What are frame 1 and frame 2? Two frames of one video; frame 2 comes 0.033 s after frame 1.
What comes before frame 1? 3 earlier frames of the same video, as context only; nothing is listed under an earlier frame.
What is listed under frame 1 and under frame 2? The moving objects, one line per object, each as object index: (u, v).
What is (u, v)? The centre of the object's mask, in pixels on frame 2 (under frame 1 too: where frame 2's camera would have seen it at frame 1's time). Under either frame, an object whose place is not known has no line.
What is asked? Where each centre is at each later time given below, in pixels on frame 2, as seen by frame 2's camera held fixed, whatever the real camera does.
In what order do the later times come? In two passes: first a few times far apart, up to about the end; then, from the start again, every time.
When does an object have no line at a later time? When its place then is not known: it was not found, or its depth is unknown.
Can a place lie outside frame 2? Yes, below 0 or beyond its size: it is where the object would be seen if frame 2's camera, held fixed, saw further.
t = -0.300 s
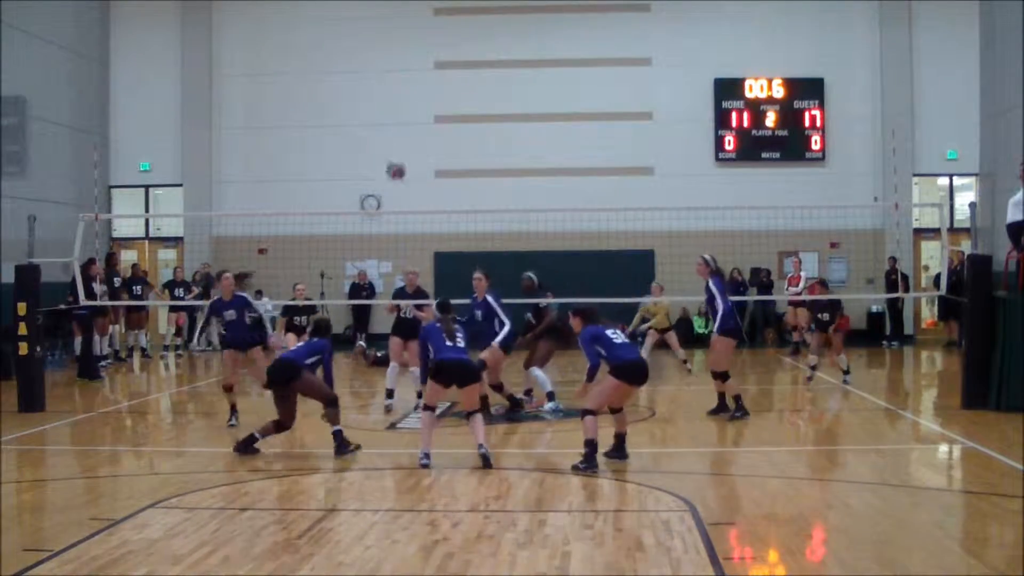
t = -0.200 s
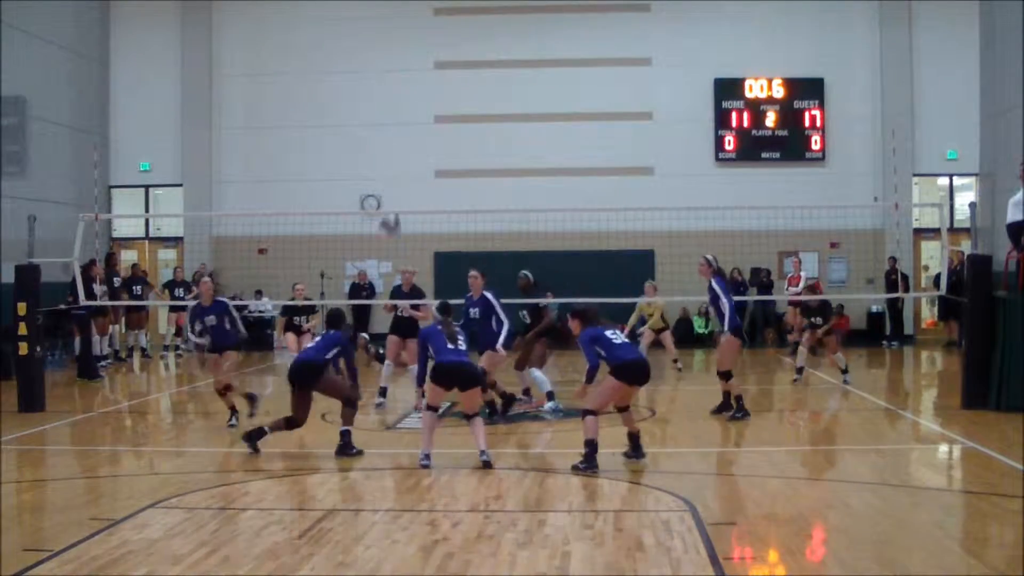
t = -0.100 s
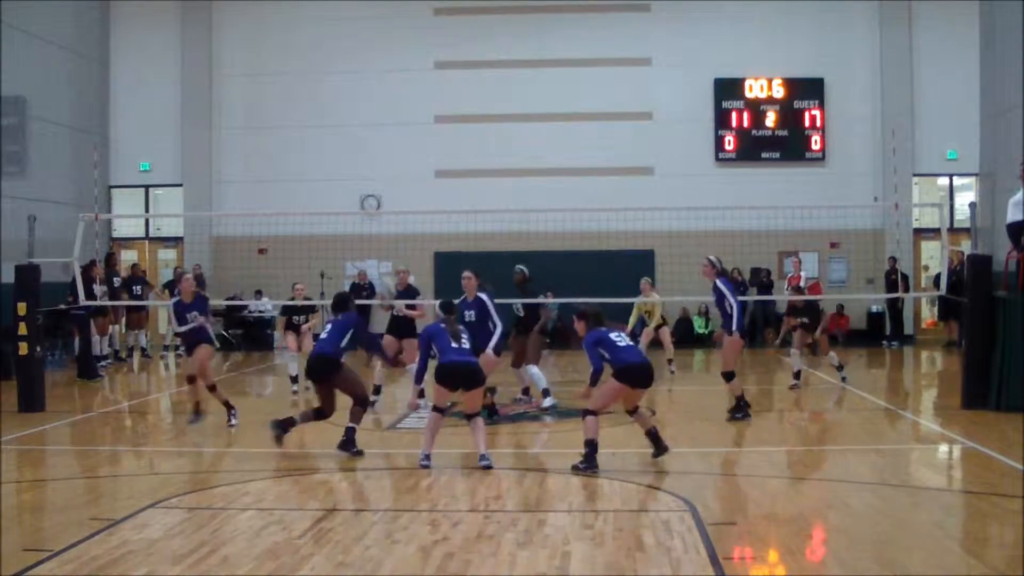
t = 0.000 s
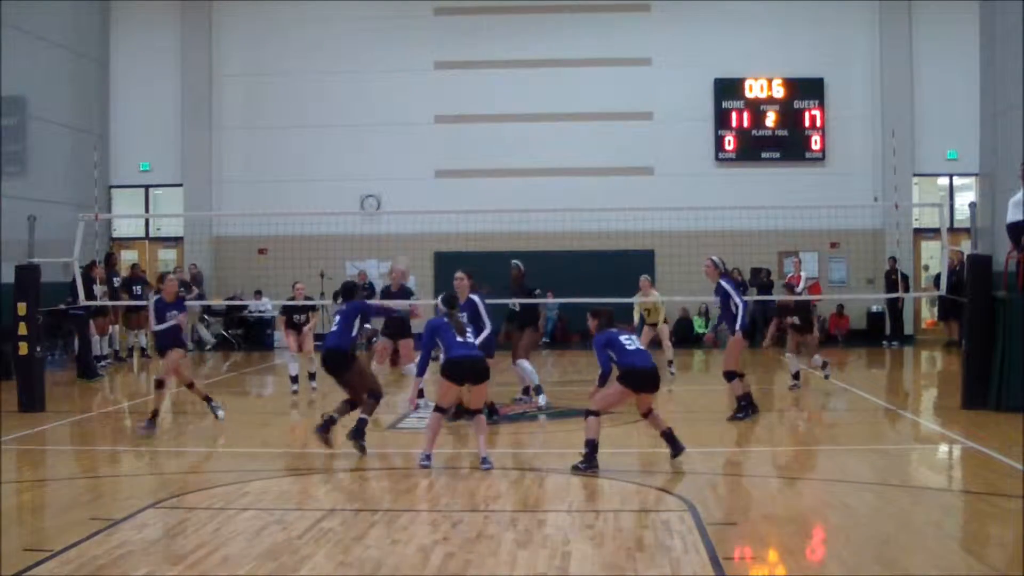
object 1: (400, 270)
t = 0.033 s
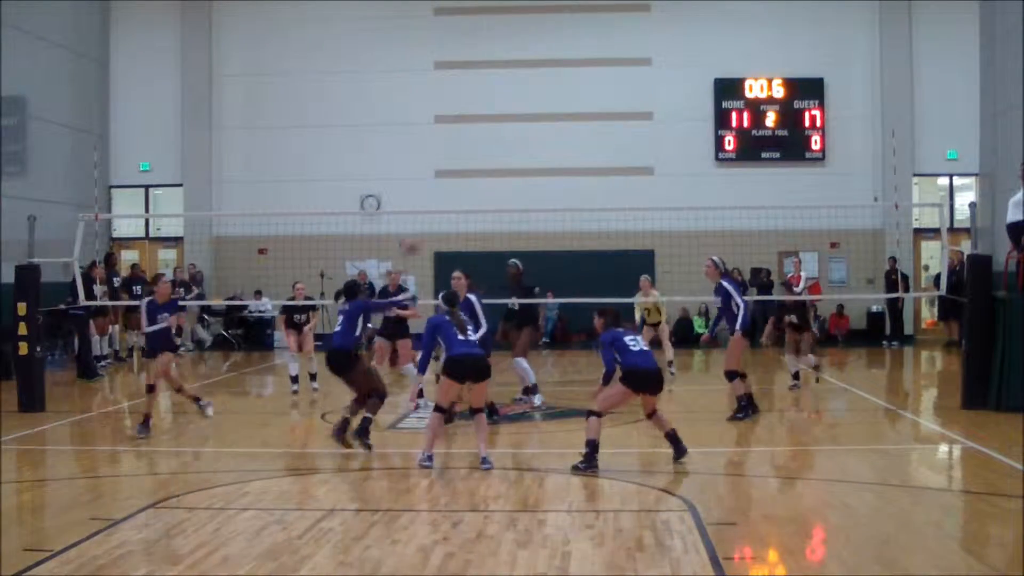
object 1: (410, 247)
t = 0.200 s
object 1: (450, 138)
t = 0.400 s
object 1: (494, 57)
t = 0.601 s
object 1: (531, 19)
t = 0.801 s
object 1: (567, 23)
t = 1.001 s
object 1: (600, 60)
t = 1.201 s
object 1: (629, 131)
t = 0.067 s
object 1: (417, 222)
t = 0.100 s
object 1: (426, 197)
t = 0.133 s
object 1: (434, 177)
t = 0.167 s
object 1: (441, 156)
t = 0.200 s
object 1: (450, 138)
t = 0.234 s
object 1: (458, 121)
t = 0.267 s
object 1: (464, 104)
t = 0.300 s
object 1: (473, 90)
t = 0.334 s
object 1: (480, 78)
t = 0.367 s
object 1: (487, 69)
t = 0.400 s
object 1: (494, 57)
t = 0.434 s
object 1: (500, 47)
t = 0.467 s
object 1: (507, 39)
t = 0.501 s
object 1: (513, 33)
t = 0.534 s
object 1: (519, 27)
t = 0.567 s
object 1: (525, 23)
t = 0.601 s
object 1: (531, 19)
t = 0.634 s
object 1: (537, 17)
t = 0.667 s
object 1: (543, 16)
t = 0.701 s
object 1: (549, 16)
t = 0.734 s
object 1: (555, 16)
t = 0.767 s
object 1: (562, 19)
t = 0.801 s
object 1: (567, 23)
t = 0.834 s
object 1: (572, 27)
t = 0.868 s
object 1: (578, 32)
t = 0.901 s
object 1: (584, 37)
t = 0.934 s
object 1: (589, 45)
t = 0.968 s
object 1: (595, 53)
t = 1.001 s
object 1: (600, 60)
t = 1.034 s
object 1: (604, 69)
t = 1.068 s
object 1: (610, 81)
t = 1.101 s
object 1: (615, 93)
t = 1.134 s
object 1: (619, 104)
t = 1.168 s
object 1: (623, 115)
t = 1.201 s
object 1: (629, 131)
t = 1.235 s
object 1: (634, 145)
